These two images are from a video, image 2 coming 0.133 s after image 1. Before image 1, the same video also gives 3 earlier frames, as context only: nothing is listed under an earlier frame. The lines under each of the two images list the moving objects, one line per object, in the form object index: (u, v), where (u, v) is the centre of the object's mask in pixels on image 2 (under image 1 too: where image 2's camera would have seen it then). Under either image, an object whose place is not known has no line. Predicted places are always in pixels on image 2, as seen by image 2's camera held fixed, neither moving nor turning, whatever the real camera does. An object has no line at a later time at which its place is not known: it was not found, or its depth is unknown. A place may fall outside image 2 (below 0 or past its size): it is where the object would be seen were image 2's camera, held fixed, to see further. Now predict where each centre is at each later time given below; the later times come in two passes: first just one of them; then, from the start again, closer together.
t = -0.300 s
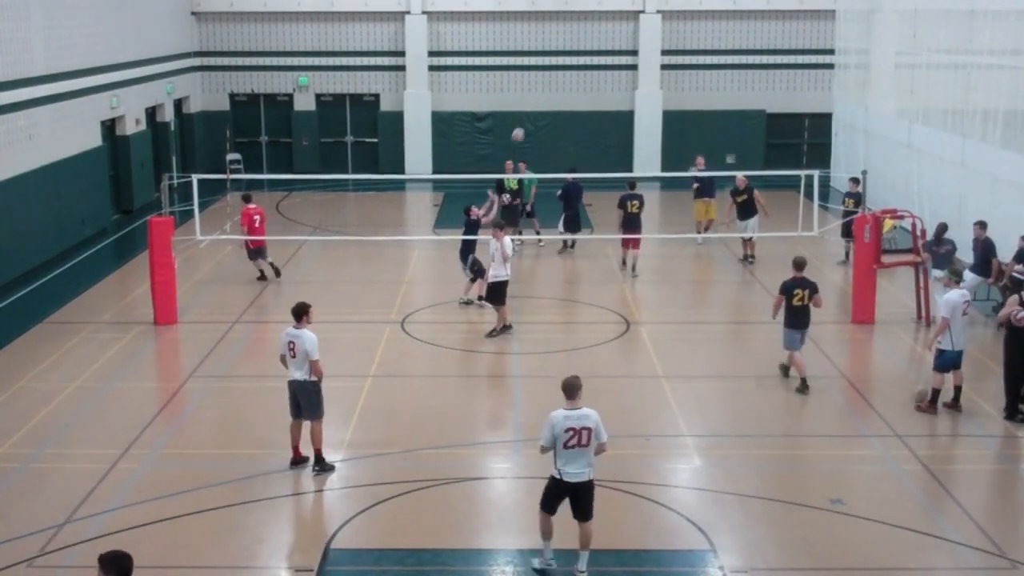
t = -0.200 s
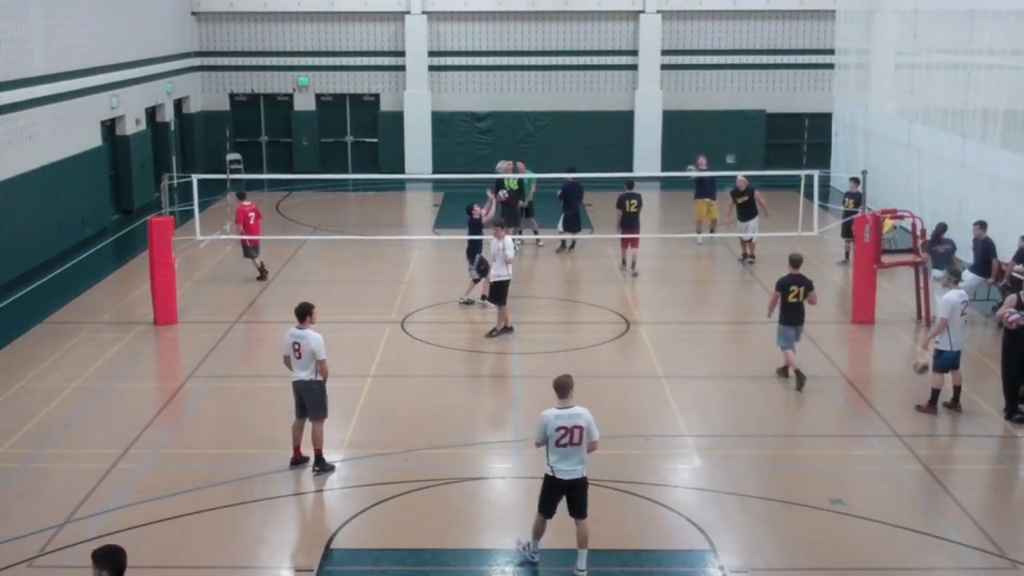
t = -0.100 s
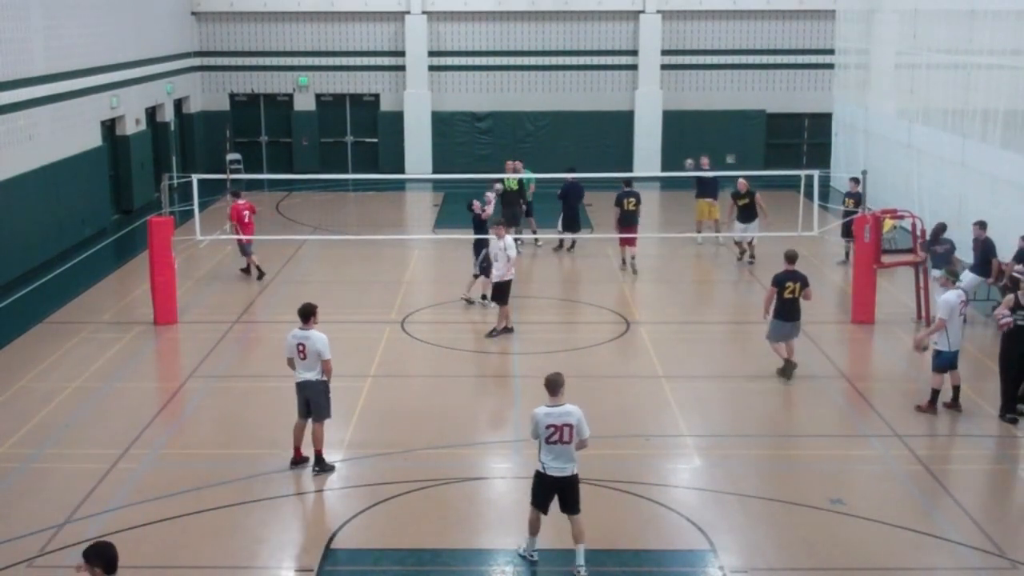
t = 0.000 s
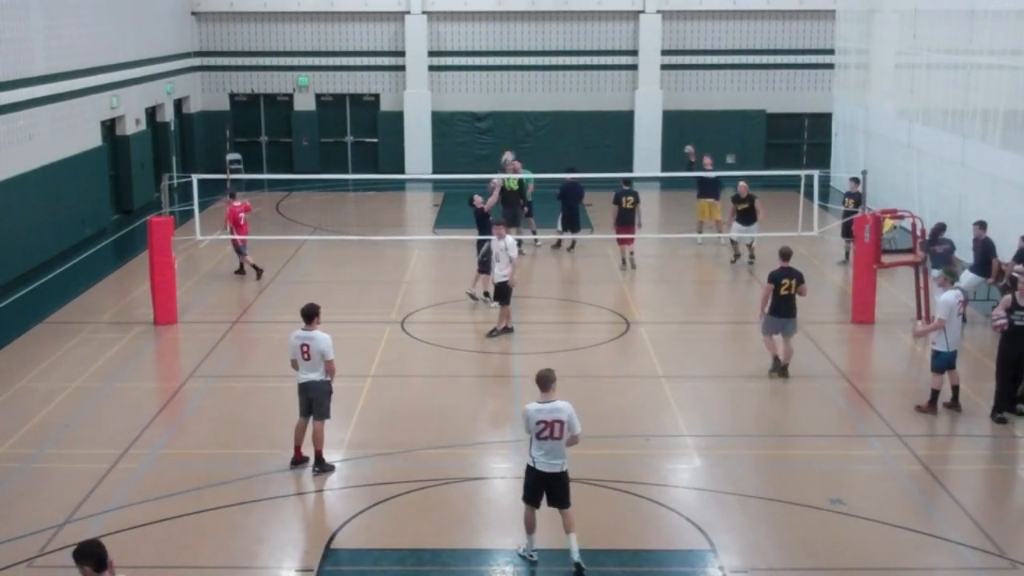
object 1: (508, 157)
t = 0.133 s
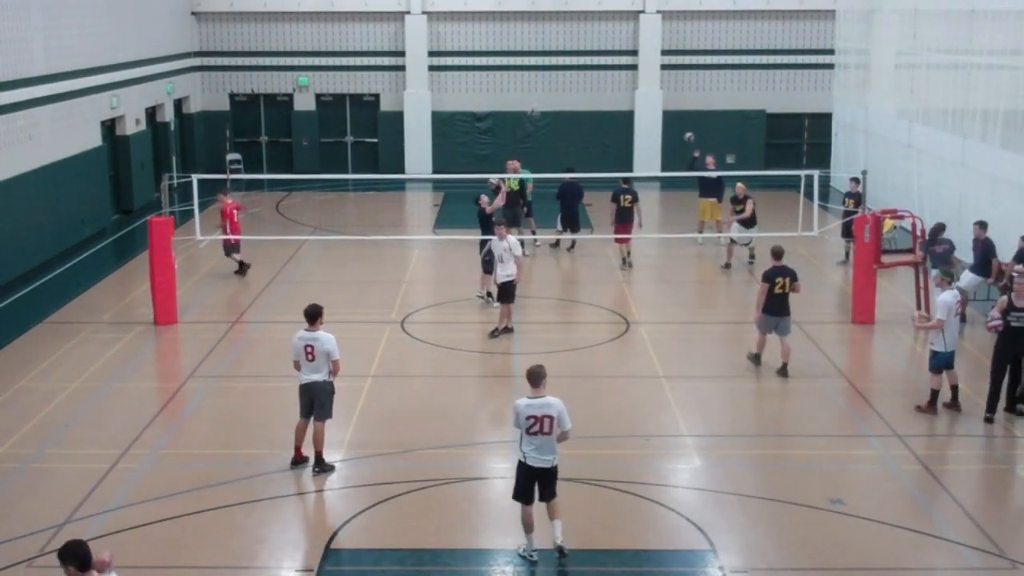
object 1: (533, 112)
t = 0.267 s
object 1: (562, 71)
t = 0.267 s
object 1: (562, 71)
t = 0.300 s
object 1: (570, 64)
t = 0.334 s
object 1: (575, 57)
